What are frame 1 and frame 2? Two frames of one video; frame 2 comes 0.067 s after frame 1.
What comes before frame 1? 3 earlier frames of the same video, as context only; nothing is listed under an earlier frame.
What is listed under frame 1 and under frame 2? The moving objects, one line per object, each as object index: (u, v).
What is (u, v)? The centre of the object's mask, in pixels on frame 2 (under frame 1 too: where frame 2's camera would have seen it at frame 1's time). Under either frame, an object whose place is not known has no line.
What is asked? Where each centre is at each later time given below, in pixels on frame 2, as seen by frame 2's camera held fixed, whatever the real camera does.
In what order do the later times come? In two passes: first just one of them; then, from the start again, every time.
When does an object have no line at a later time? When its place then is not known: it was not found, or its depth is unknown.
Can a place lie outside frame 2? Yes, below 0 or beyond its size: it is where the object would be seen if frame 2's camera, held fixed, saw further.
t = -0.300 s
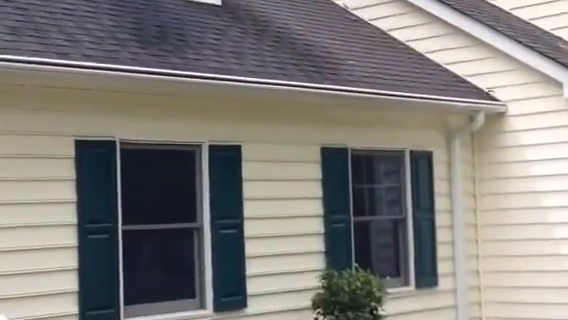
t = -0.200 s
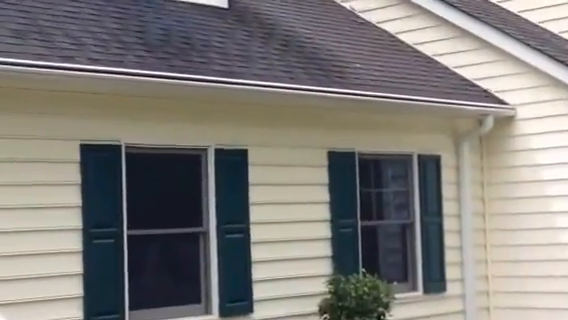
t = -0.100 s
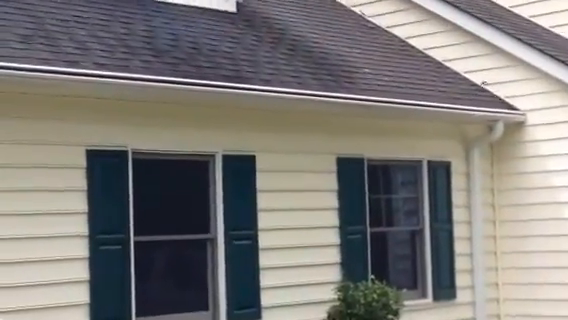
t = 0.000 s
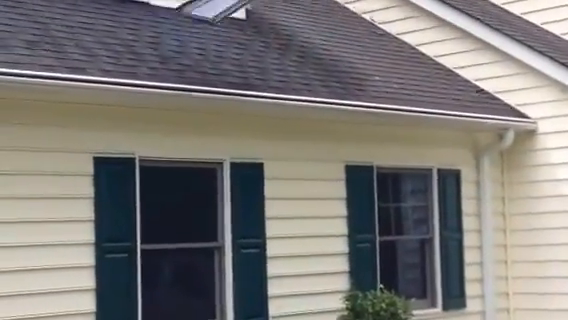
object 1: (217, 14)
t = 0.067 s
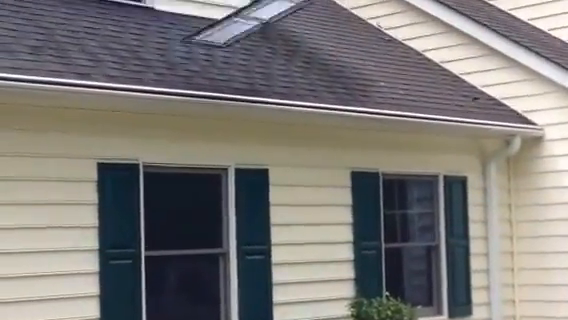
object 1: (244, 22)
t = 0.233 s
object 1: (280, 90)
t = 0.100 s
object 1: (255, 31)
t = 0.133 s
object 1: (259, 46)
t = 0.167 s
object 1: (265, 60)
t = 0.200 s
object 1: (272, 74)
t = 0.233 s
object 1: (280, 90)
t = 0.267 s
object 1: (285, 106)
